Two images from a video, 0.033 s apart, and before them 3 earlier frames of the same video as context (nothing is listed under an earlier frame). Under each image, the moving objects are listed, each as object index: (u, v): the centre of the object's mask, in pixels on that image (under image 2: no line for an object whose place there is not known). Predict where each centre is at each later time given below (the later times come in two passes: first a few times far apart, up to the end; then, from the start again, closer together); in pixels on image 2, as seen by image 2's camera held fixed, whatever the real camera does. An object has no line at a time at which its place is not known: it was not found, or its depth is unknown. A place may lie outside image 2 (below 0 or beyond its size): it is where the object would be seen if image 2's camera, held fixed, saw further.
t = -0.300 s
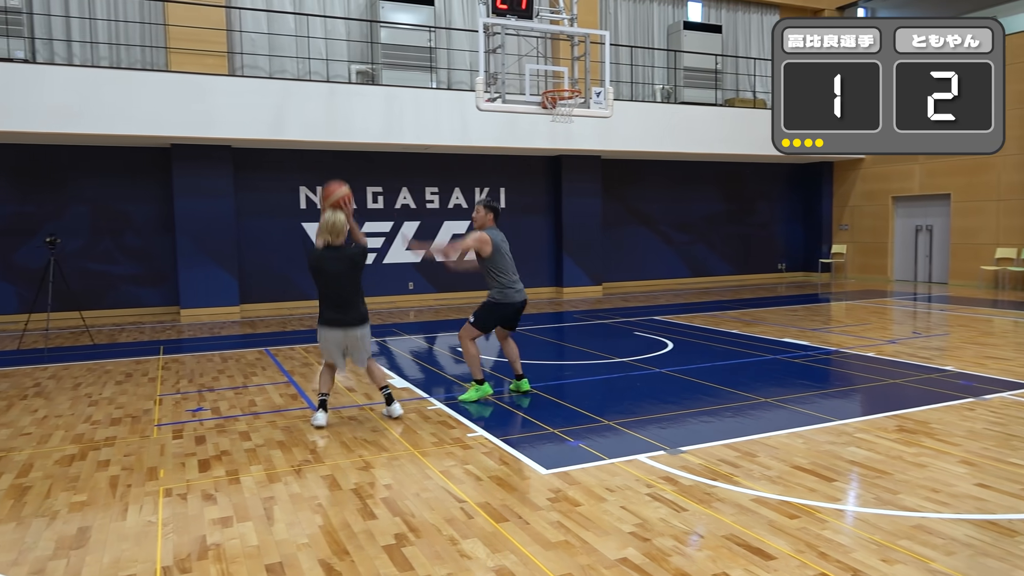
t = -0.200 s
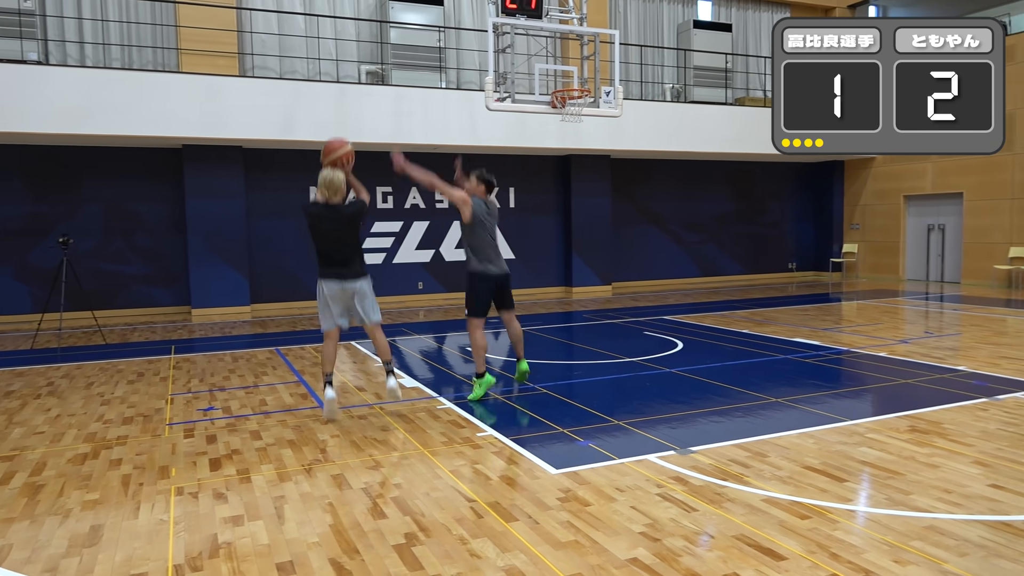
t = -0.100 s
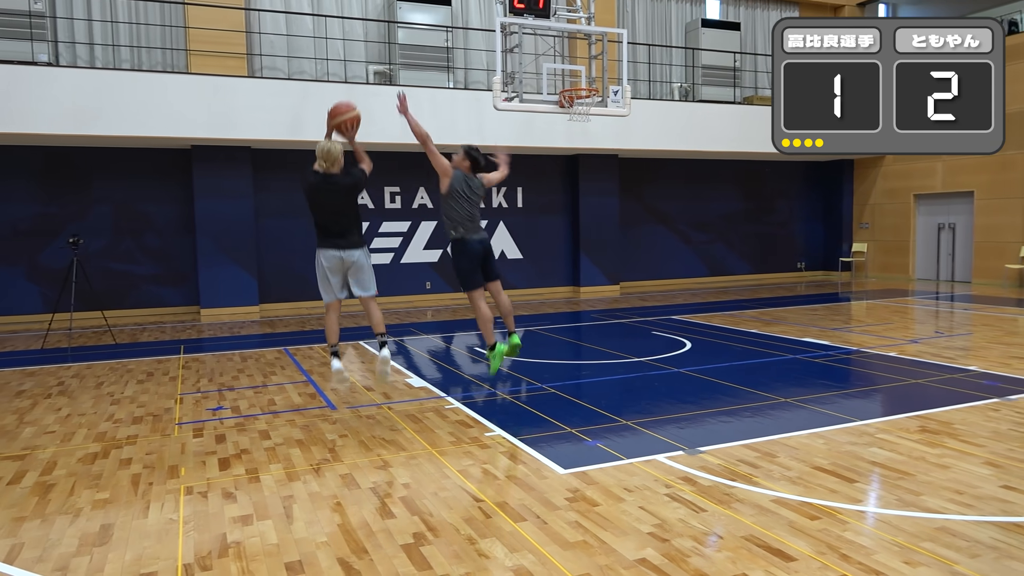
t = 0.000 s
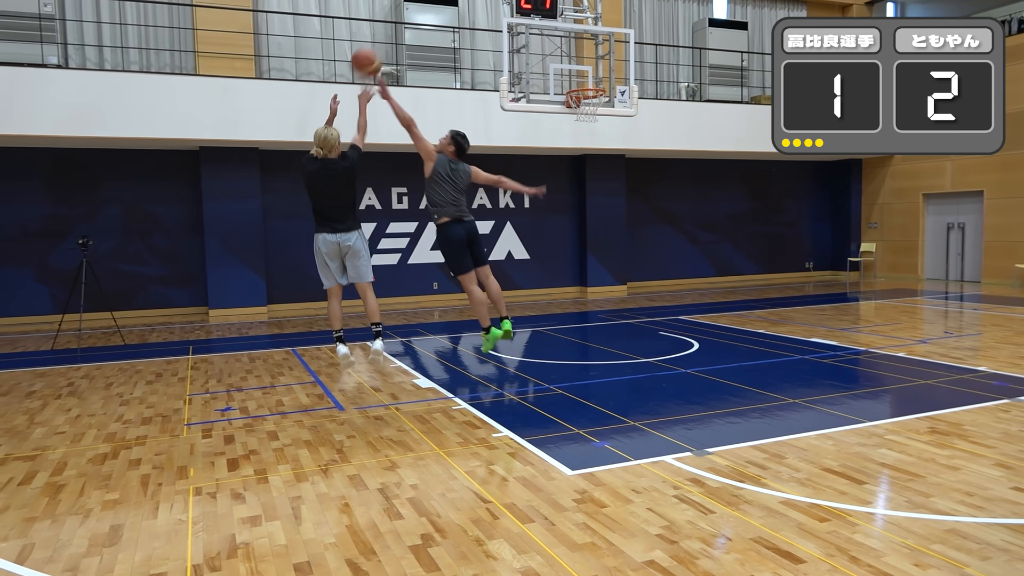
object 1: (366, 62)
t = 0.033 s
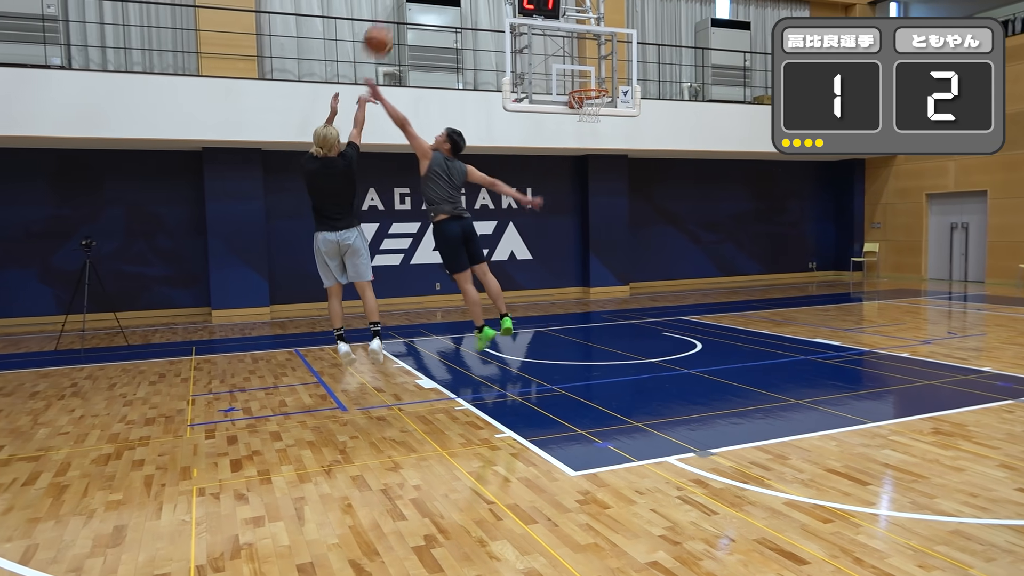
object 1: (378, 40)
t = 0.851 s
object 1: (541, -36)
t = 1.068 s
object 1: (570, 39)
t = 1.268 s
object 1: (597, 84)
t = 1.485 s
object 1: (540, 79)
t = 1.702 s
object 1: (486, 116)
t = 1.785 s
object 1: (460, 141)
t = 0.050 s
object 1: (382, 30)
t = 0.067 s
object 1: (386, 20)
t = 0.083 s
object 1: (391, 10)
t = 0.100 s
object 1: (396, 6)
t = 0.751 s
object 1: (527, -50)
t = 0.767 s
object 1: (530, -49)
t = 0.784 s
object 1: (532, -48)
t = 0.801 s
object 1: (534, -47)
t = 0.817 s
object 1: (536, -45)
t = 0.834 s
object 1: (538, -41)
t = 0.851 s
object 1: (541, -36)
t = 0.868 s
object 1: (543, -31)
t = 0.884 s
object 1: (545, -27)
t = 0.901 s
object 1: (548, -22)
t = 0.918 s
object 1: (551, -16)
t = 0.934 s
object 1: (553, -12)
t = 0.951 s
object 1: (555, -6)
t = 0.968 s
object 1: (558, 2)
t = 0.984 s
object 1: (560, 7)
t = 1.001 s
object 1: (561, 12)
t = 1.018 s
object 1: (562, 18)
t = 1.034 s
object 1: (566, 25)
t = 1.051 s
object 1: (568, 33)
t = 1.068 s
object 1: (570, 39)
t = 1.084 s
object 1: (573, 42)
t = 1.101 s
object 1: (576, 46)
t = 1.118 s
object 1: (580, 51)
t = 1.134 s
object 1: (584, 56)
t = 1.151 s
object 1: (587, 60)
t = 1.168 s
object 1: (590, 66)
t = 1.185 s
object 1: (594, 72)
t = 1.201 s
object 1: (597, 77)
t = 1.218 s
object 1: (600, 83)
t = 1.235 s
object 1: (604, 86)
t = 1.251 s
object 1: (601, 85)
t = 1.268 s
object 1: (597, 84)
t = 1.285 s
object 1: (592, 82)
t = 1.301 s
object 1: (589, 81)
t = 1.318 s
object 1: (584, 81)
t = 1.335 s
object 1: (580, 80)
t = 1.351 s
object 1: (576, 79)
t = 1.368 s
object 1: (572, 78)
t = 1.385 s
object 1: (567, 77)
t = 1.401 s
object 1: (563, 77)
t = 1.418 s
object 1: (558, 77)
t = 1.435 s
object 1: (554, 77)
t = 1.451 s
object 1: (549, 77)
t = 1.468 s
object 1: (545, 78)
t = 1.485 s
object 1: (540, 79)
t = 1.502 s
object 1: (536, 80)
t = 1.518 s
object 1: (531, 81)
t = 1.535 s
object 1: (527, 83)
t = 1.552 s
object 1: (523, 85)
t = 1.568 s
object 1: (518, 87)
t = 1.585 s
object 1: (514, 89)
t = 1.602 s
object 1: (509, 92)
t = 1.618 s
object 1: (504, 95)
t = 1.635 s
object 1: (500, 99)
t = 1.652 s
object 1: (498, 103)
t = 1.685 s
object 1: (489, 112)
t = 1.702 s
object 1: (486, 116)
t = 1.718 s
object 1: (483, 121)
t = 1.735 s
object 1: (477, 125)
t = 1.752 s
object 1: (474, 131)
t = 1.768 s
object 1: (468, 136)
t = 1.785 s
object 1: (460, 141)
